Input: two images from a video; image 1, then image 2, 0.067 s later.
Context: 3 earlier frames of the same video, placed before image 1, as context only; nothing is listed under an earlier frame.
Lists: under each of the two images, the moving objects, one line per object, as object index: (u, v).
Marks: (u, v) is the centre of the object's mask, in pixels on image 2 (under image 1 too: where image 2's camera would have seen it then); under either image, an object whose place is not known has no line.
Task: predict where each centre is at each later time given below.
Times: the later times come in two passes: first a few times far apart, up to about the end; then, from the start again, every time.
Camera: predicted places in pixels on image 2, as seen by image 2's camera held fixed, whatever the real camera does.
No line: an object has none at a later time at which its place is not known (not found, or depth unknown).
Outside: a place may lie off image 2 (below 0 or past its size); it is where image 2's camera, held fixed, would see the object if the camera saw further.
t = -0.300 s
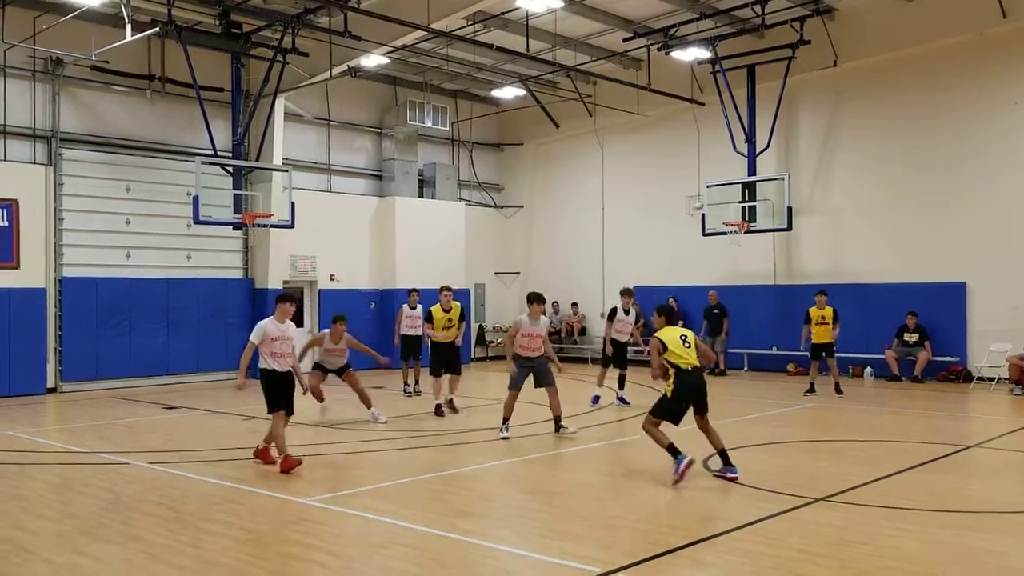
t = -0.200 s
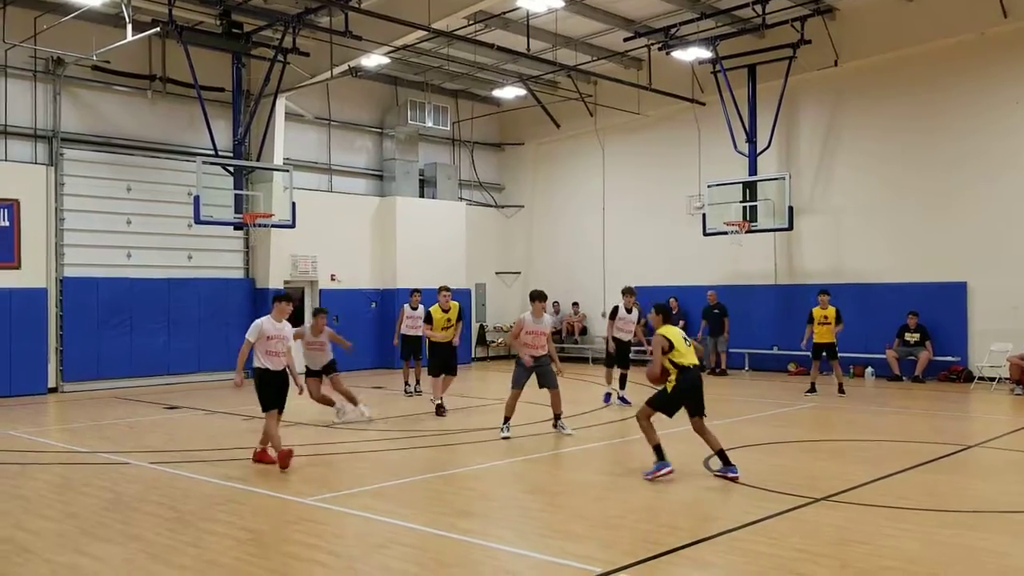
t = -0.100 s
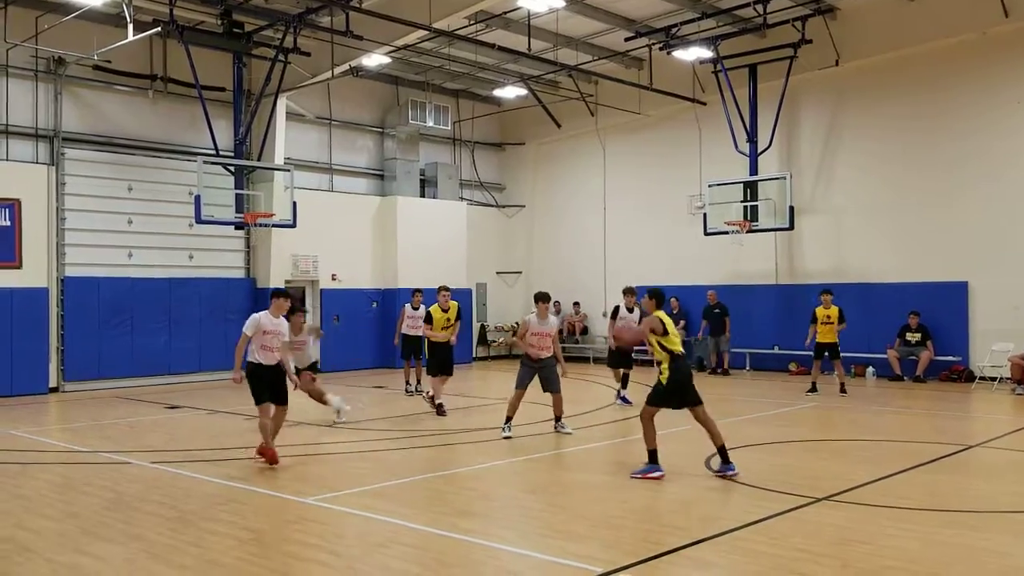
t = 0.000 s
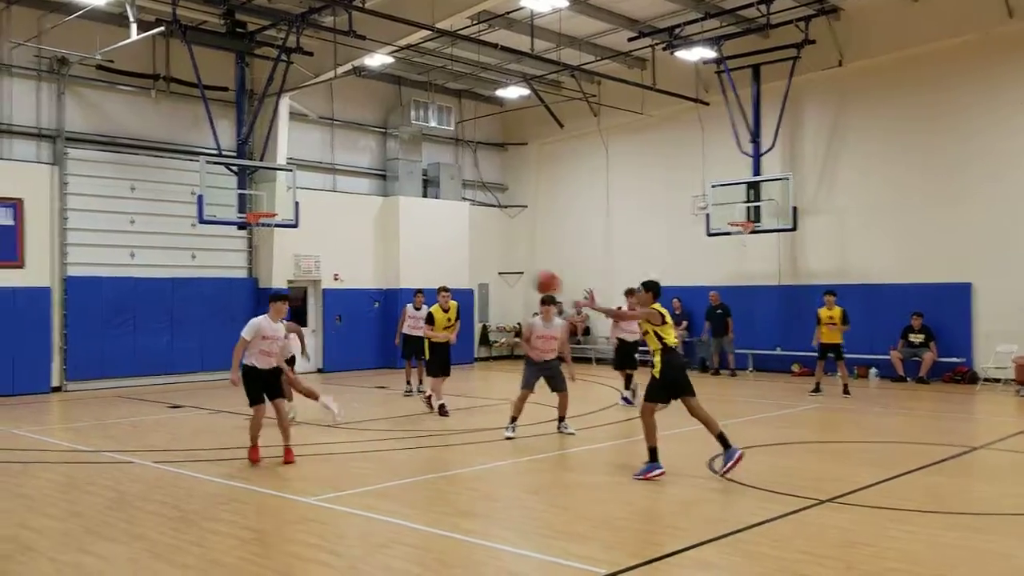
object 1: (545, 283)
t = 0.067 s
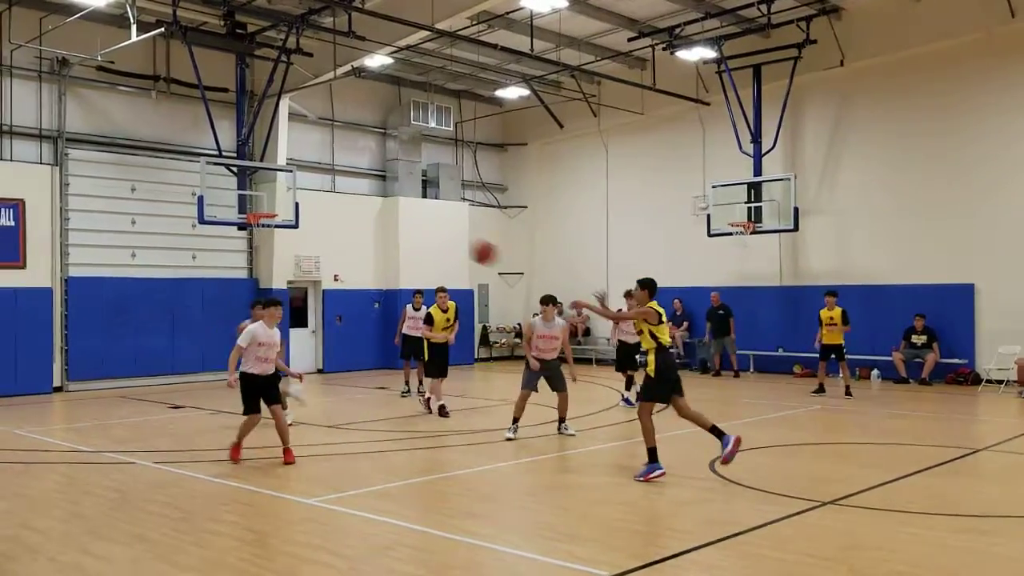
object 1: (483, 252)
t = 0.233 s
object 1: (334, 193)
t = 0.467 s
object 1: (143, 158)
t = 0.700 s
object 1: (-29, 173)
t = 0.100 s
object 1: (452, 238)
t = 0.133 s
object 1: (421, 225)
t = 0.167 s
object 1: (392, 213)
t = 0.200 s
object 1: (363, 203)
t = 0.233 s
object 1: (334, 193)
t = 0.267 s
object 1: (306, 184)
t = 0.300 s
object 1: (277, 177)
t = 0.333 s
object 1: (250, 171)
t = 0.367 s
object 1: (225, 166)
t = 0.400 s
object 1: (196, 163)
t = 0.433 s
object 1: (169, 159)
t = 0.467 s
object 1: (143, 158)
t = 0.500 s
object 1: (118, 157)
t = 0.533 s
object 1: (93, 158)
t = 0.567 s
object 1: (67, 159)
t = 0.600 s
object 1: (44, 161)
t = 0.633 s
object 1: (19, 164)
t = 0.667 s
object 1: (-5, 168)
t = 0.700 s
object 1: (-29, 173)
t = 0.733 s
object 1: (-52, 179)
